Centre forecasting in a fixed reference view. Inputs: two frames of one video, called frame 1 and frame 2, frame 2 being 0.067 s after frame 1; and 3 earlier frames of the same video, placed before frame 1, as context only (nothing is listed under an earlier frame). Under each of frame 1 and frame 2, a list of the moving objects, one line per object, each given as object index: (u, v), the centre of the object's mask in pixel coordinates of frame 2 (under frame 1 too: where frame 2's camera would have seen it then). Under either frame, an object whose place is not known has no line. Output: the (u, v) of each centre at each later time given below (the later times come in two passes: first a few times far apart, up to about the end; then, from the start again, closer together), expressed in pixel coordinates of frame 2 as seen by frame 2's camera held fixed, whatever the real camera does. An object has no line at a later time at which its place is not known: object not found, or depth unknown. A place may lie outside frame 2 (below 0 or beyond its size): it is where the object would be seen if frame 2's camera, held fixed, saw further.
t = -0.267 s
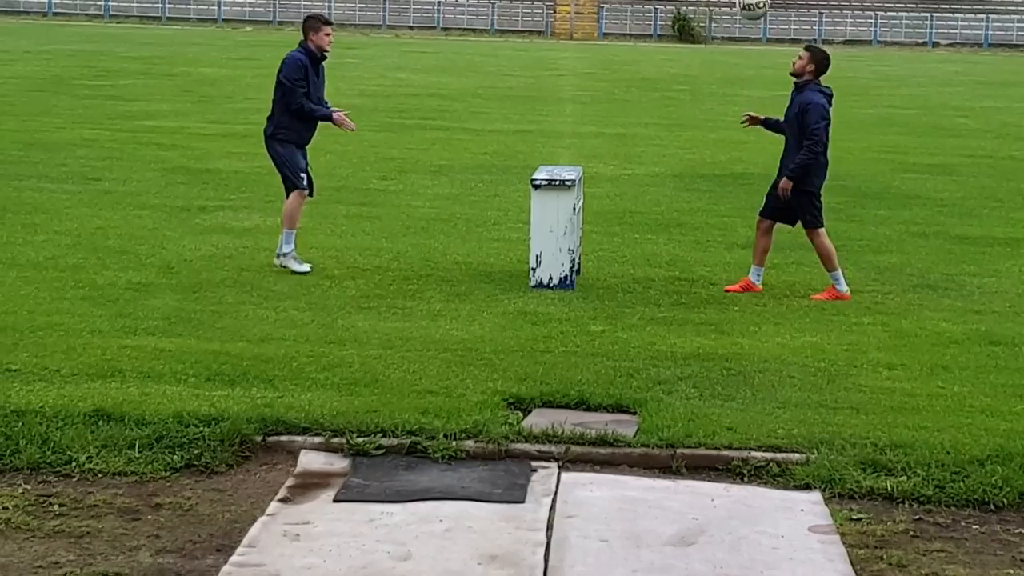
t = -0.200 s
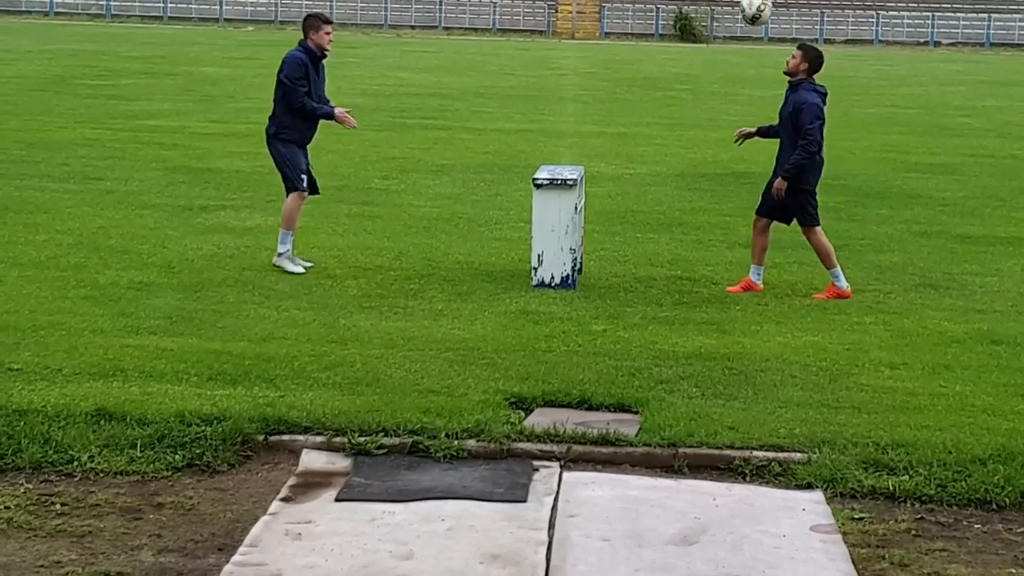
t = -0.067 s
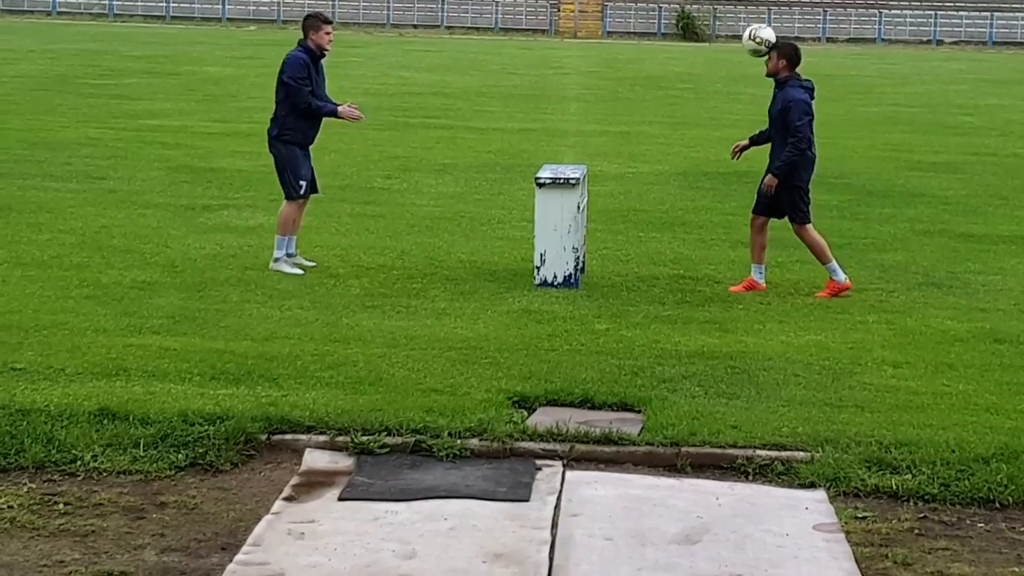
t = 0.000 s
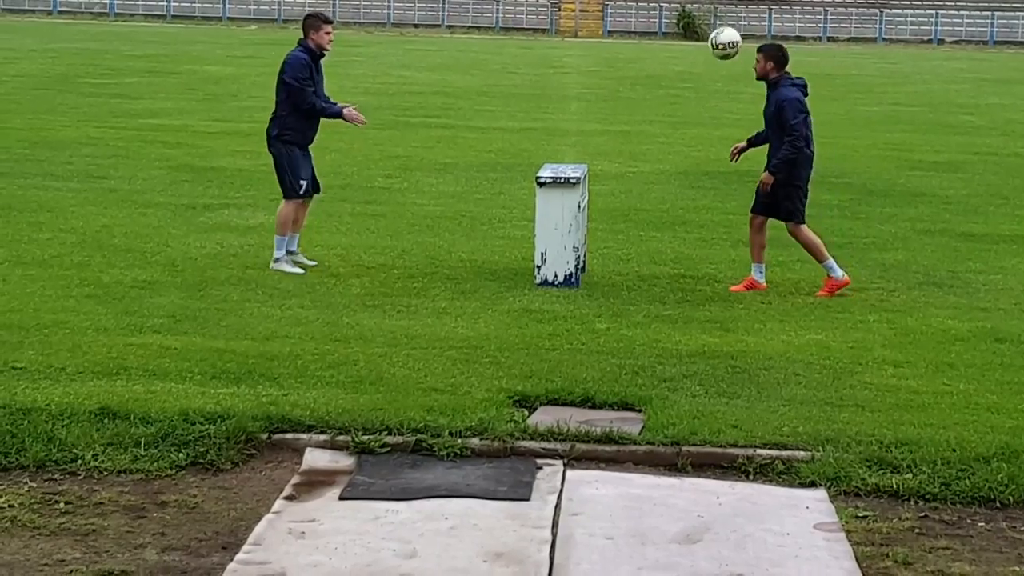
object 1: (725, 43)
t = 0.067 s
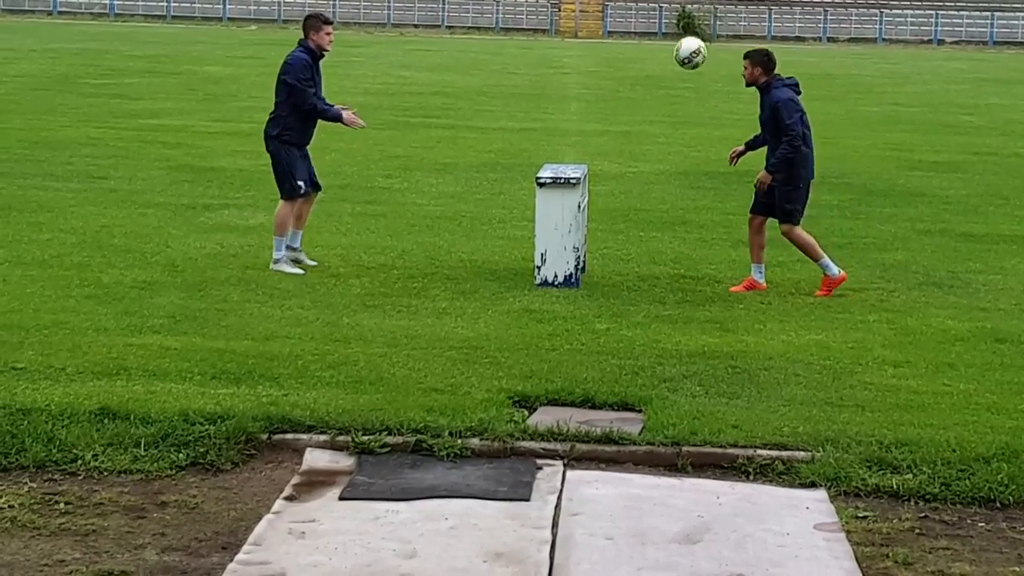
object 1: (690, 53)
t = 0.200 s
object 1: (622, 90)
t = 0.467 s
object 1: (514, 106)
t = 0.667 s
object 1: (453, 76)
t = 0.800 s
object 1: (411, 87)
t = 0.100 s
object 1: (673, 60)
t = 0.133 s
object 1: (656, 68)
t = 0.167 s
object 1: (639, 78)
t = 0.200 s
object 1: (622, 90)
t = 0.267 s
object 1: (589, 117)
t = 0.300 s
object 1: (573, 133)
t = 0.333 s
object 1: (557, 150)
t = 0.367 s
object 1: (546, 142)
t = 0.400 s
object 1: (535, 129)
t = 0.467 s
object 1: (514, 106)
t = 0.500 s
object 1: (504, 97)
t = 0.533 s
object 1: (494, 91)
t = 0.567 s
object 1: (483, 84)
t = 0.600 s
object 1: (474, 81)
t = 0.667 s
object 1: (453, 76)
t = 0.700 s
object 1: (443, 76)
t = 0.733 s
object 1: (432, 79)
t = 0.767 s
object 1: (422, 82)
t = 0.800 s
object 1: (411, 87)
